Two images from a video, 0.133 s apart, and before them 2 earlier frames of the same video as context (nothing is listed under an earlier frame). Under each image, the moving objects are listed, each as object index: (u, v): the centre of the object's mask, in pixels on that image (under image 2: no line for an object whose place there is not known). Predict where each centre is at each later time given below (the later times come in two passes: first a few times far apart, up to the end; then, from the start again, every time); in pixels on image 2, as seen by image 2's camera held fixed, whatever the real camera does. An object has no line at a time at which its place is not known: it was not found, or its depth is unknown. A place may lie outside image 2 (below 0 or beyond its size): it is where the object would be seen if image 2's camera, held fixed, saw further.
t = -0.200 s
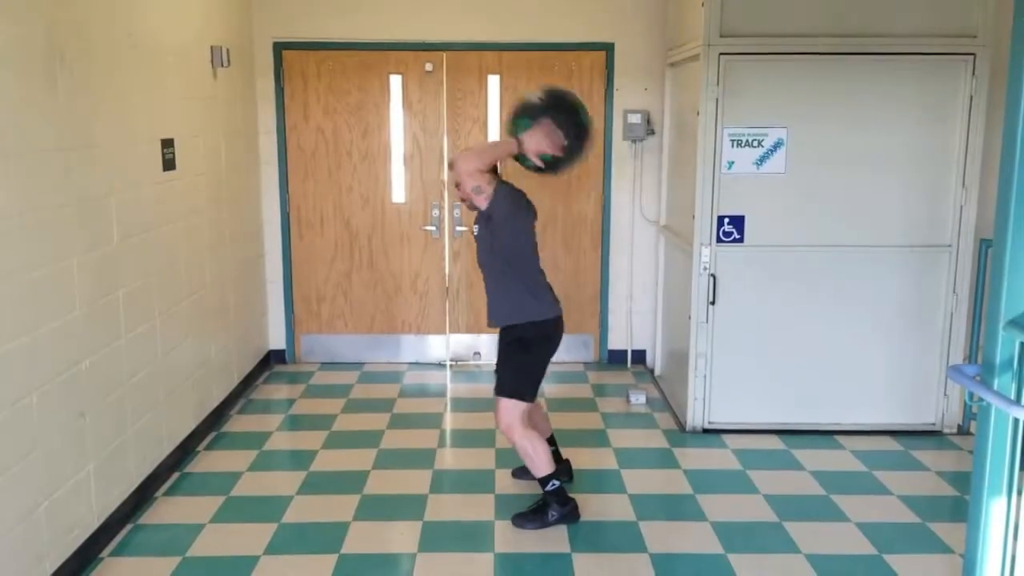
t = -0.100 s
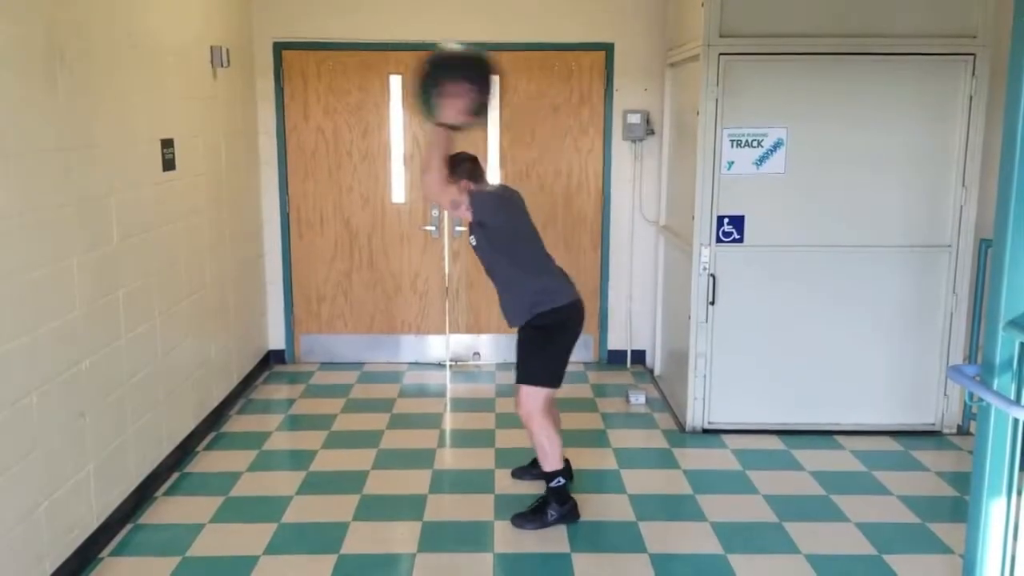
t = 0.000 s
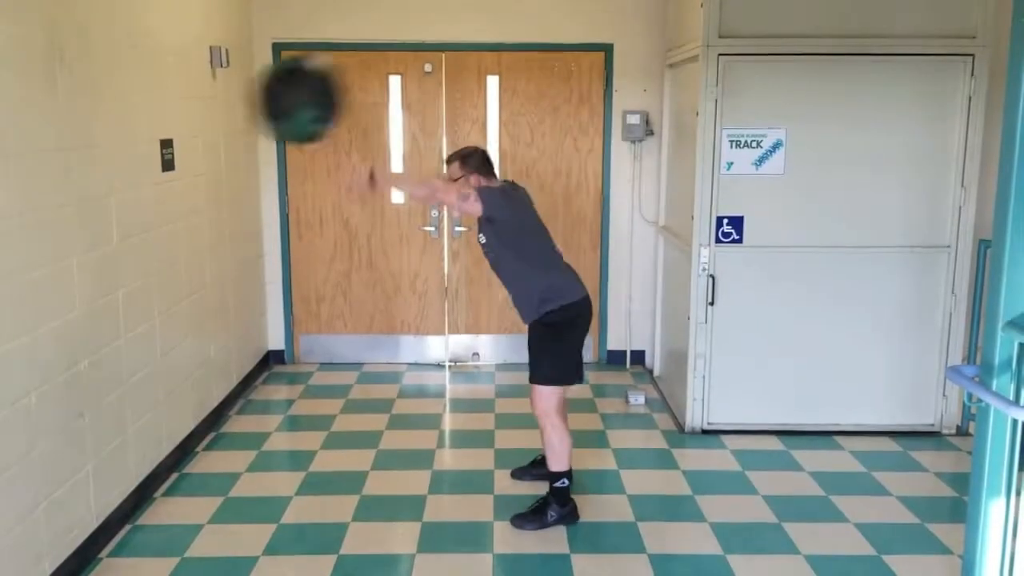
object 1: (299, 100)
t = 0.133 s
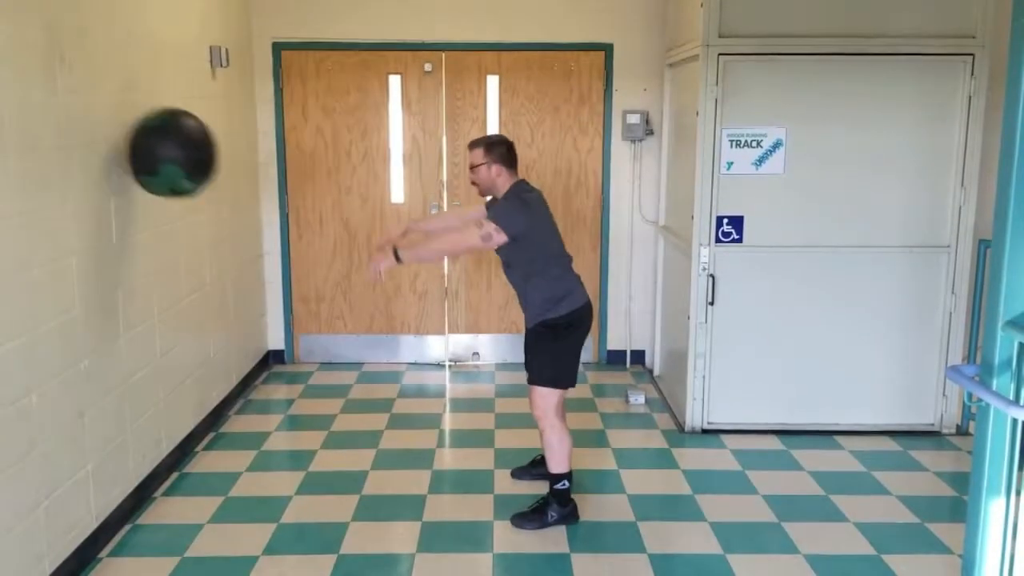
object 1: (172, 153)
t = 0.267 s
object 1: (267, 217)
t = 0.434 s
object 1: (386, 351)
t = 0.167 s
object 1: (195, 165)
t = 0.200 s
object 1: (219, 180)
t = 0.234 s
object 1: (243, 197)
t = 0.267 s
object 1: (267, 217)
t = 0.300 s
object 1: (291, 240)
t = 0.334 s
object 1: (316, 264)
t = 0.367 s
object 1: (339, 290)
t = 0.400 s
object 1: (363, 319)
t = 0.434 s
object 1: (386, 351)
